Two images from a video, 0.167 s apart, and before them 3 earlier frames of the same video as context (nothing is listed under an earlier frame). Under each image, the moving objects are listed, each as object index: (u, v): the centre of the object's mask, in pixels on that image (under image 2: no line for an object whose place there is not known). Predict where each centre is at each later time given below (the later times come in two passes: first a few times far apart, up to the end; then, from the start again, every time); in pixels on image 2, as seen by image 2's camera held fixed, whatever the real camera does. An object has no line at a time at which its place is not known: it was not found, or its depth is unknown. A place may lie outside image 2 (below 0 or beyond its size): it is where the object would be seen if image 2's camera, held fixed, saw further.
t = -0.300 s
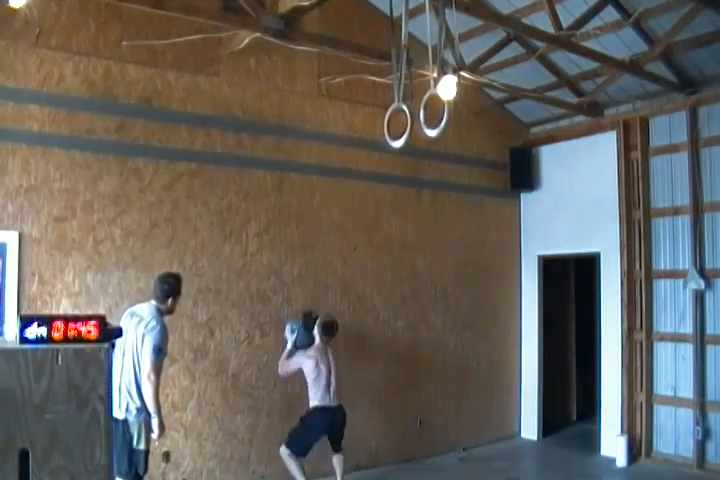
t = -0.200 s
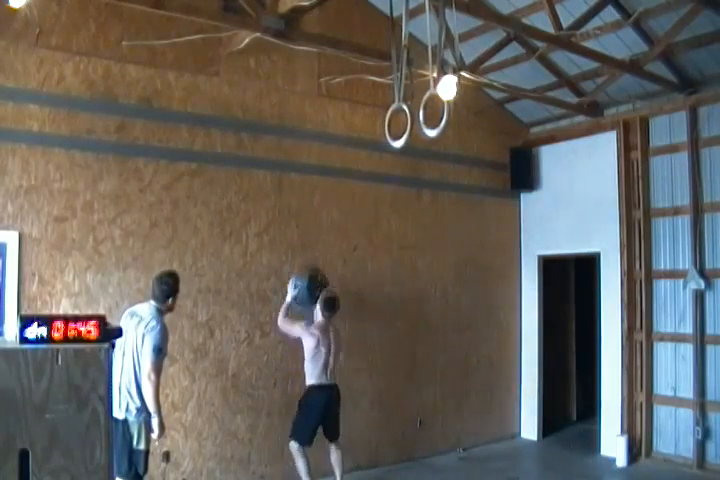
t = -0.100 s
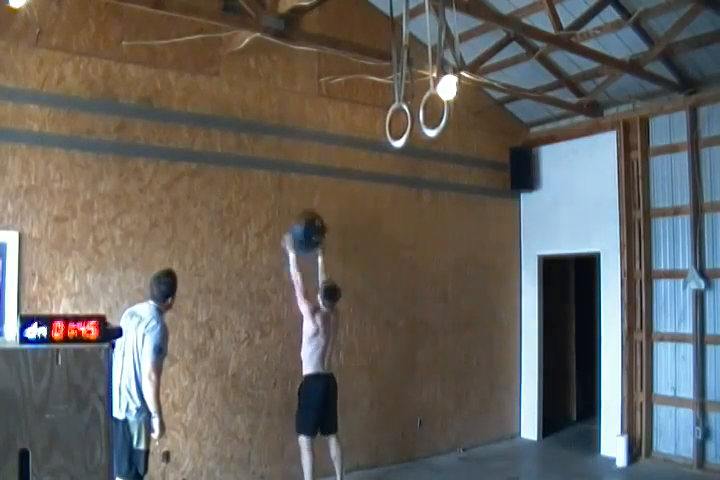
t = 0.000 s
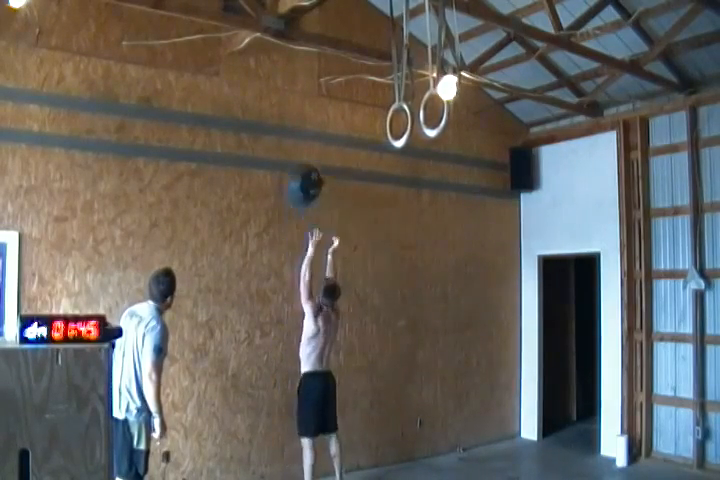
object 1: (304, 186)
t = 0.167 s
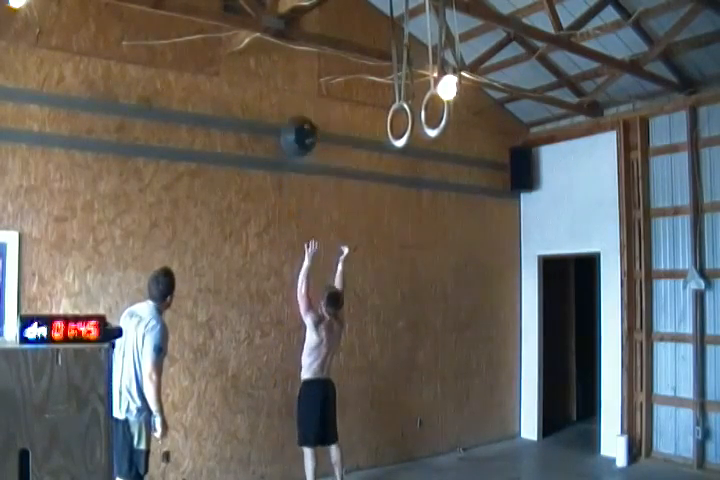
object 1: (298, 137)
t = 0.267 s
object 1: (295, 123)
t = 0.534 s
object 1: (297, 138)
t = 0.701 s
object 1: (299, 188)
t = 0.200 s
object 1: (297, 131)
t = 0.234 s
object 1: (296, 126)
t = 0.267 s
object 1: (295, 123)
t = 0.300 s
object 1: (294, 121)
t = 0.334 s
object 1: (294, 120)
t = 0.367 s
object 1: (295, 120)
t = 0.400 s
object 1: (295, 120)
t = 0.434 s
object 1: (295, 123)
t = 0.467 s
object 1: (296, 127)
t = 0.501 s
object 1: (296, 132)
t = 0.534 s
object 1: (297, 138)
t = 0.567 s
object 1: (297, 145)
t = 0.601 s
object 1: (298, 155)
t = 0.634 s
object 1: (299, 165)
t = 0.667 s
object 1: (299, 177)
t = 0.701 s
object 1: (299, 188)
